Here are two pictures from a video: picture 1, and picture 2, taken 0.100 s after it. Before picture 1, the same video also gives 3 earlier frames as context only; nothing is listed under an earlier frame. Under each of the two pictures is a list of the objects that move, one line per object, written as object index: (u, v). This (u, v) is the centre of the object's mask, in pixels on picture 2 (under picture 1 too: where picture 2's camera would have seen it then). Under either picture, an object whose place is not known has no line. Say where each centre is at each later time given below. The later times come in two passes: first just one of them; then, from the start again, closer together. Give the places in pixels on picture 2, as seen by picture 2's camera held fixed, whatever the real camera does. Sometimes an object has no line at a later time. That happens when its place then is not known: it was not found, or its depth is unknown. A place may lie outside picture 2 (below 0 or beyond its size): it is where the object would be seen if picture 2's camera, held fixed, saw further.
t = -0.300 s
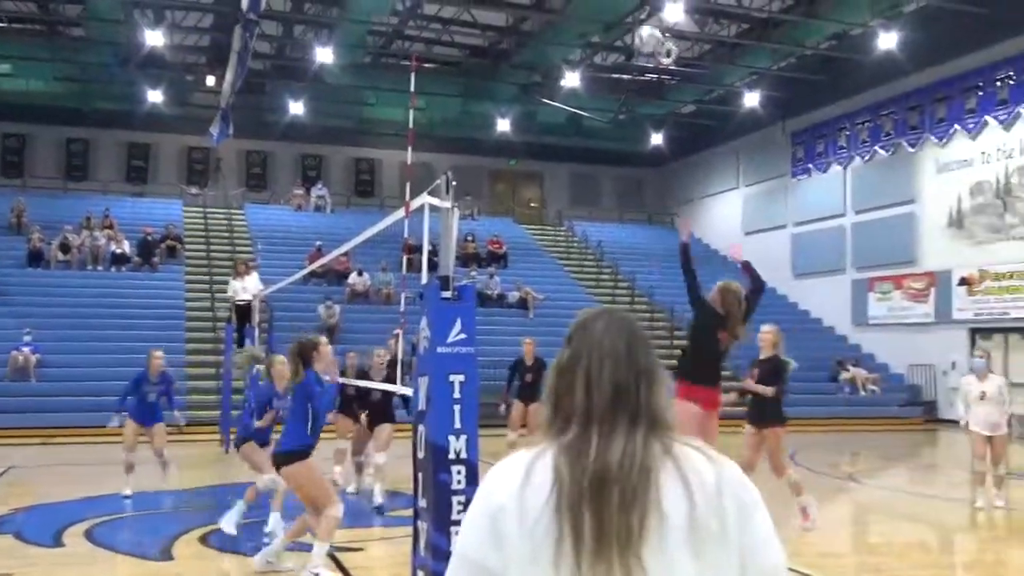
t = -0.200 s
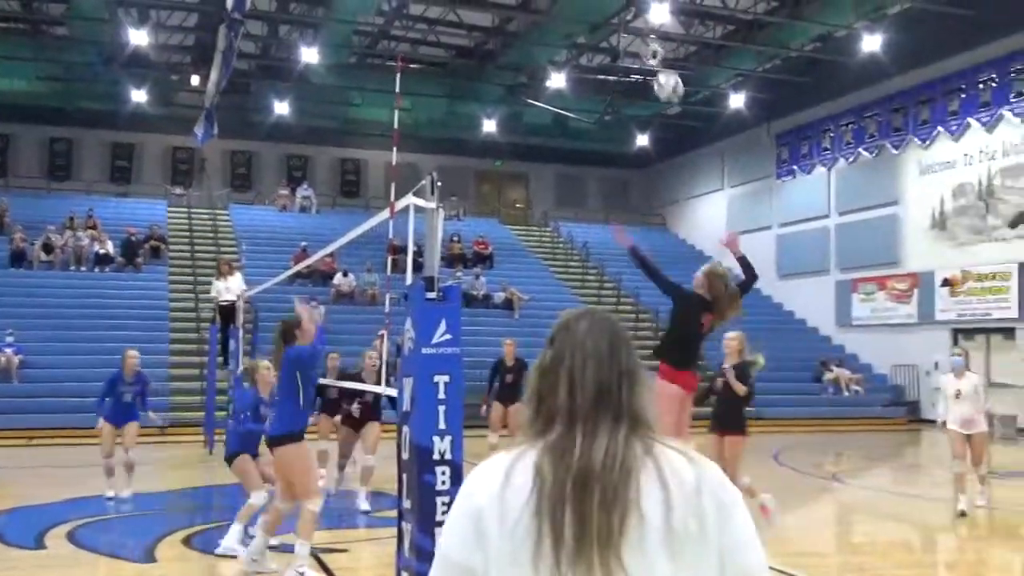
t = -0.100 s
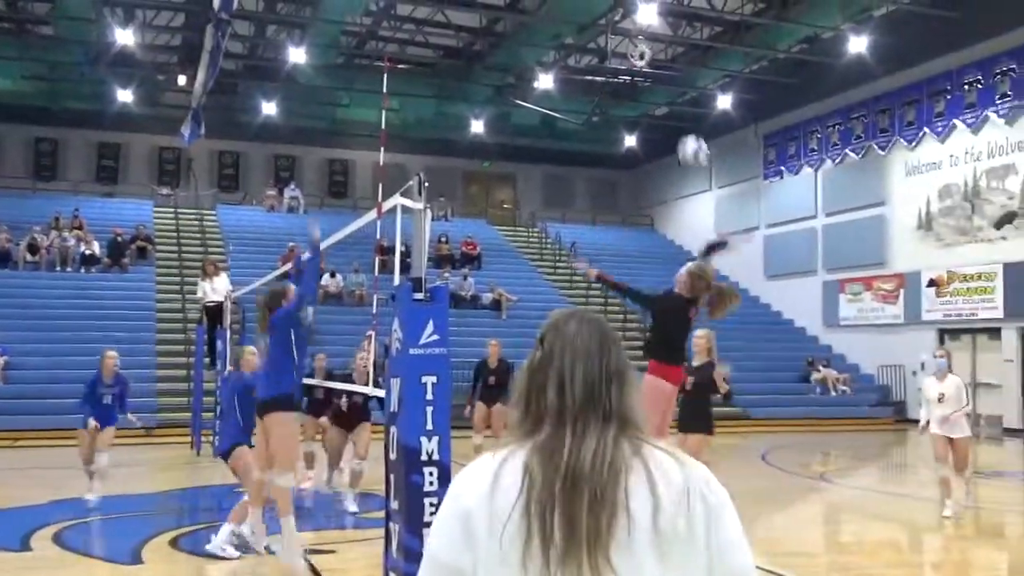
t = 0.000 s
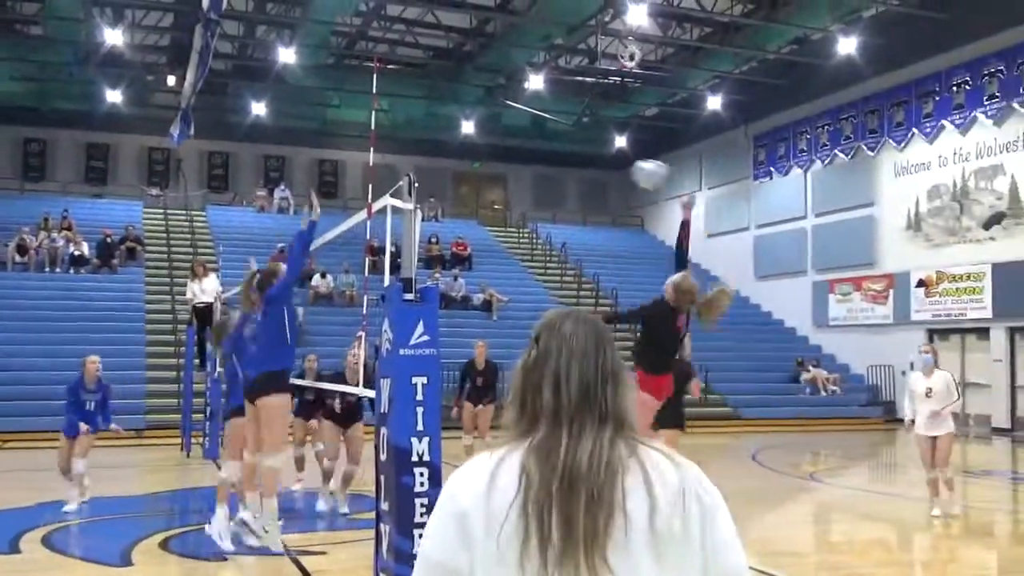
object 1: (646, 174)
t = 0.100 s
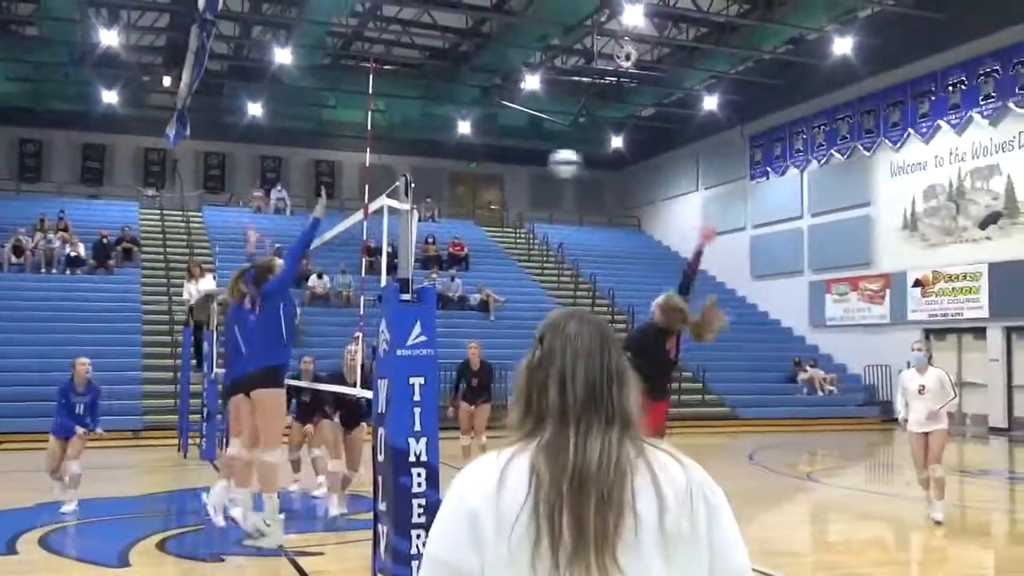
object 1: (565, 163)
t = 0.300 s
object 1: (423, 181)
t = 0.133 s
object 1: (539, 163)
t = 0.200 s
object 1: (489, 166)
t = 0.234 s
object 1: (467, 170)
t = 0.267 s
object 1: (444, 175)
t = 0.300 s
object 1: (423, 181)
